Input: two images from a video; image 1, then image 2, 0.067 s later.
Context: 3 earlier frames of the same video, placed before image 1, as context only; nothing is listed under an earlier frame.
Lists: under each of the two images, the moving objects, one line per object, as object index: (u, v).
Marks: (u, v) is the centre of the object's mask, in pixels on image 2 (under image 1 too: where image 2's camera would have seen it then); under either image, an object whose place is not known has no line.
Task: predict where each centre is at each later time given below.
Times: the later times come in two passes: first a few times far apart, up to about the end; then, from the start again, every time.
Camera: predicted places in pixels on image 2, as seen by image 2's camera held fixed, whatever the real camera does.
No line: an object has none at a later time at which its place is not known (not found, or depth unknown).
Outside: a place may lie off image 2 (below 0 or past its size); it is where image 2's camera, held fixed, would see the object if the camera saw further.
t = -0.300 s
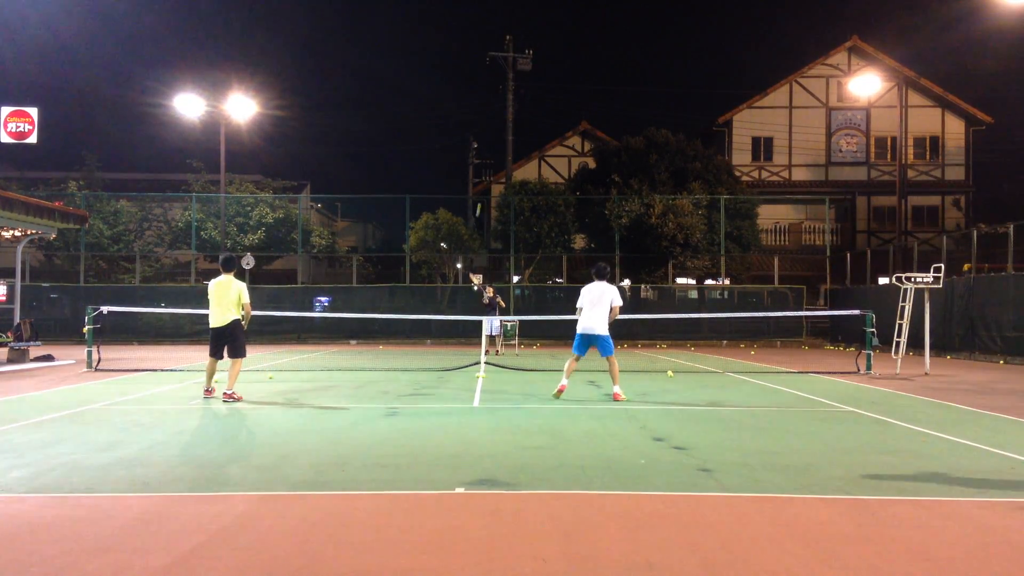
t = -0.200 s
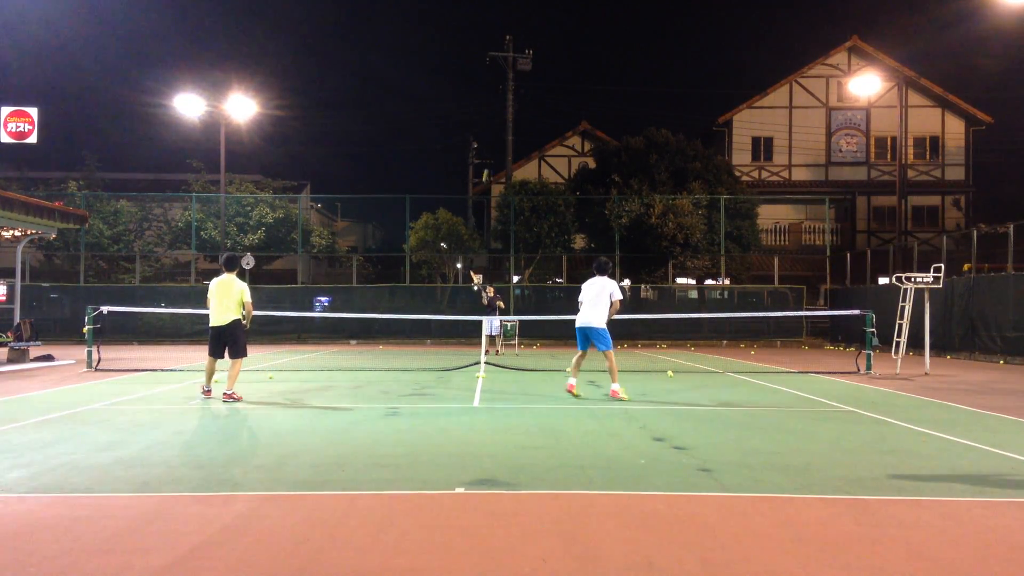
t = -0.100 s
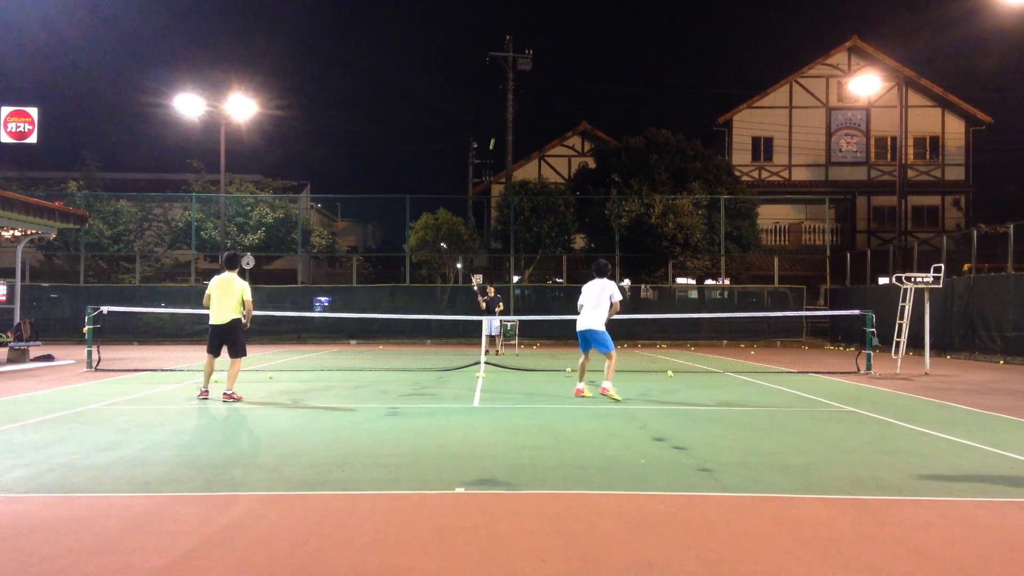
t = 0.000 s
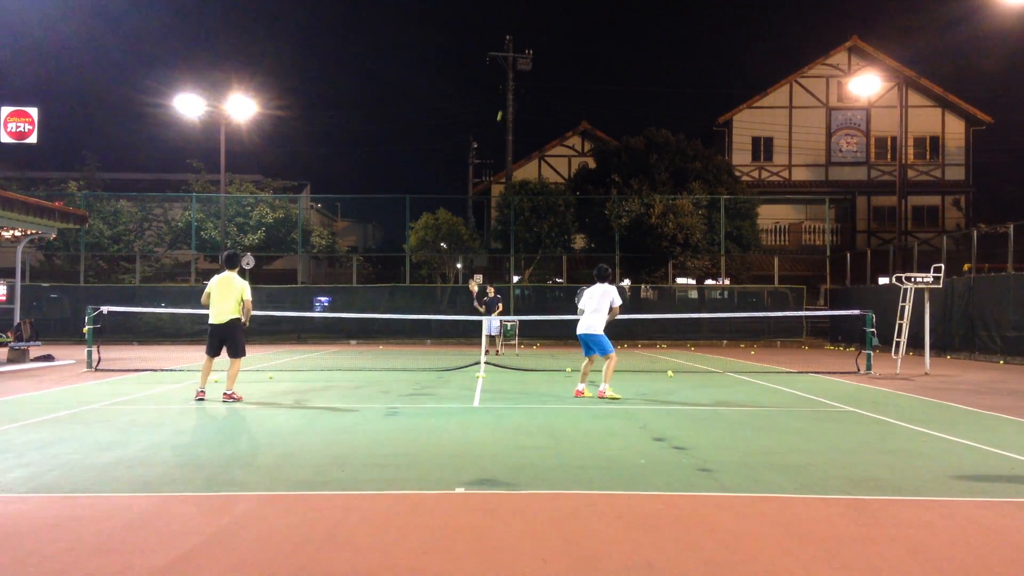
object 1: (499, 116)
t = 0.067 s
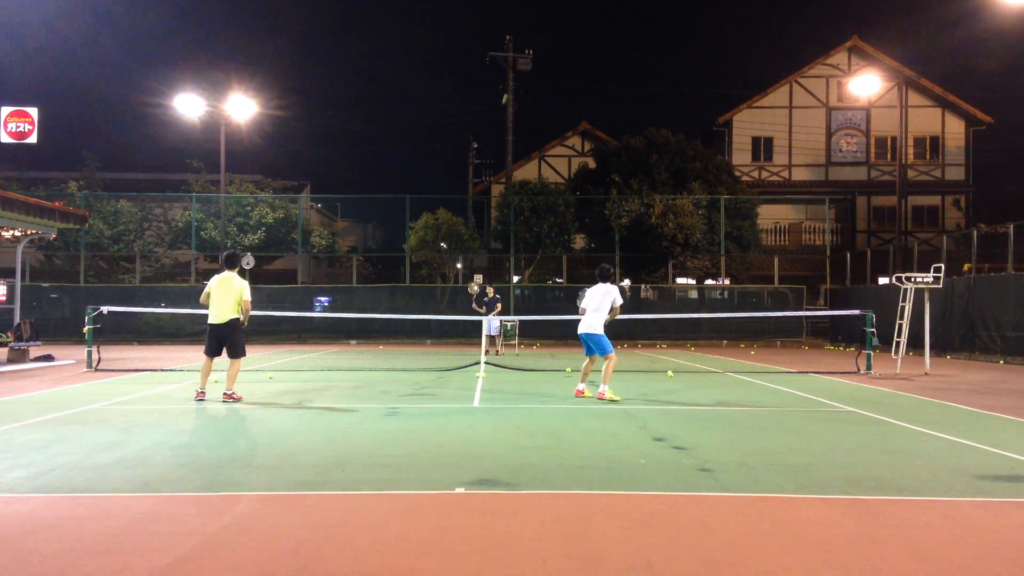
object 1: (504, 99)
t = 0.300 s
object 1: (524, 53)
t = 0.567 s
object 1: (550, 35)
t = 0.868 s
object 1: (586, 72)
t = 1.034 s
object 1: (609, 128)
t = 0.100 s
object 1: (507, 91)
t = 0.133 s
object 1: (510, 83)
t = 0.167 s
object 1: (513, 76)
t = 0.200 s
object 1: (516, 70)
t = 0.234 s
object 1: (519, 63)
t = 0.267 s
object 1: (521, 58)
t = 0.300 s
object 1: (524, 53)
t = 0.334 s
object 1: (527, 49)
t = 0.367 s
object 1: (530, 45)
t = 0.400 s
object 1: (533, 42)
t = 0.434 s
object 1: (537, 39)
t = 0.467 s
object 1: (540, 37)
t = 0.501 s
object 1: (543, 36)
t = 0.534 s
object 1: (547, 35)
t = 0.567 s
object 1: (550, 35)
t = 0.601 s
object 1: (554, 36)
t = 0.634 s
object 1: (558, 37)
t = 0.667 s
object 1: (561, 39)
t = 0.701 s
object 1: (565, 43)
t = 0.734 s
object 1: (569, 46)
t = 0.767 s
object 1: (573, 52)
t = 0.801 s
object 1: (577, 57)
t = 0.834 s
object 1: (582, 64)
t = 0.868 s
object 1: (586, 72)
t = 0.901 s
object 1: (590, 81)
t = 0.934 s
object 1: (595, 91)
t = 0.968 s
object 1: (600, 102)
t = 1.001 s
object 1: (604, 114)
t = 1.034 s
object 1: (609, 128)
